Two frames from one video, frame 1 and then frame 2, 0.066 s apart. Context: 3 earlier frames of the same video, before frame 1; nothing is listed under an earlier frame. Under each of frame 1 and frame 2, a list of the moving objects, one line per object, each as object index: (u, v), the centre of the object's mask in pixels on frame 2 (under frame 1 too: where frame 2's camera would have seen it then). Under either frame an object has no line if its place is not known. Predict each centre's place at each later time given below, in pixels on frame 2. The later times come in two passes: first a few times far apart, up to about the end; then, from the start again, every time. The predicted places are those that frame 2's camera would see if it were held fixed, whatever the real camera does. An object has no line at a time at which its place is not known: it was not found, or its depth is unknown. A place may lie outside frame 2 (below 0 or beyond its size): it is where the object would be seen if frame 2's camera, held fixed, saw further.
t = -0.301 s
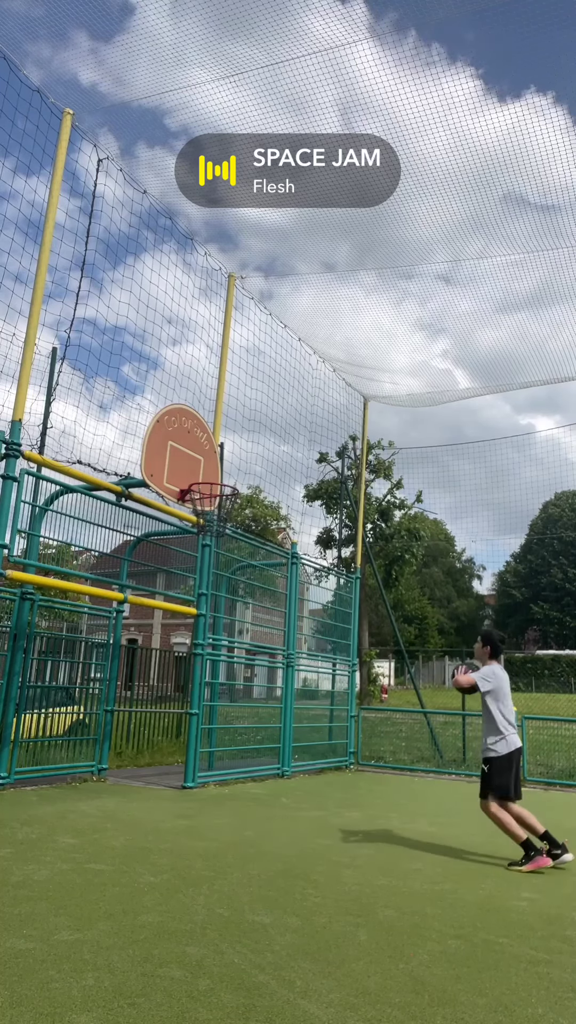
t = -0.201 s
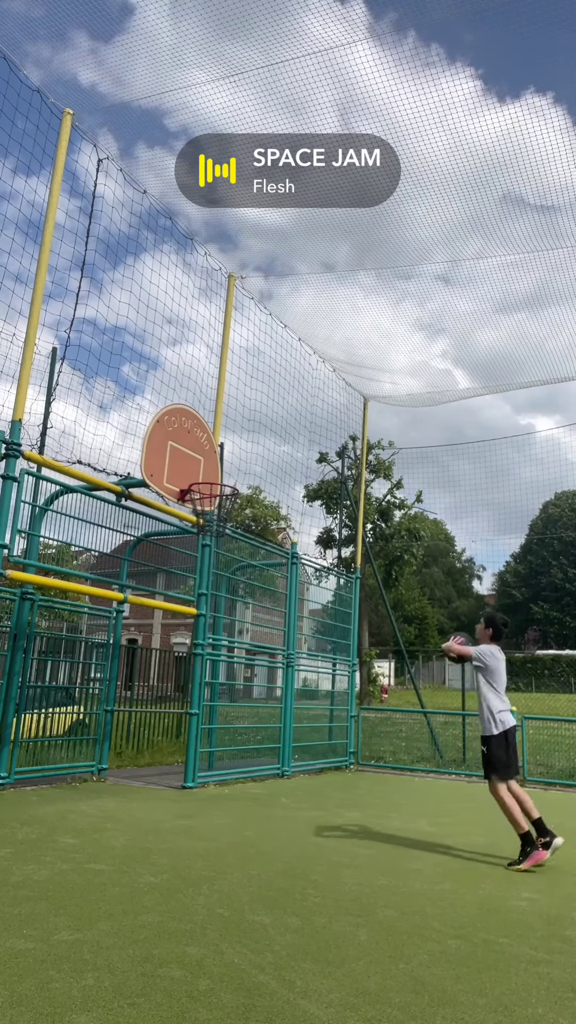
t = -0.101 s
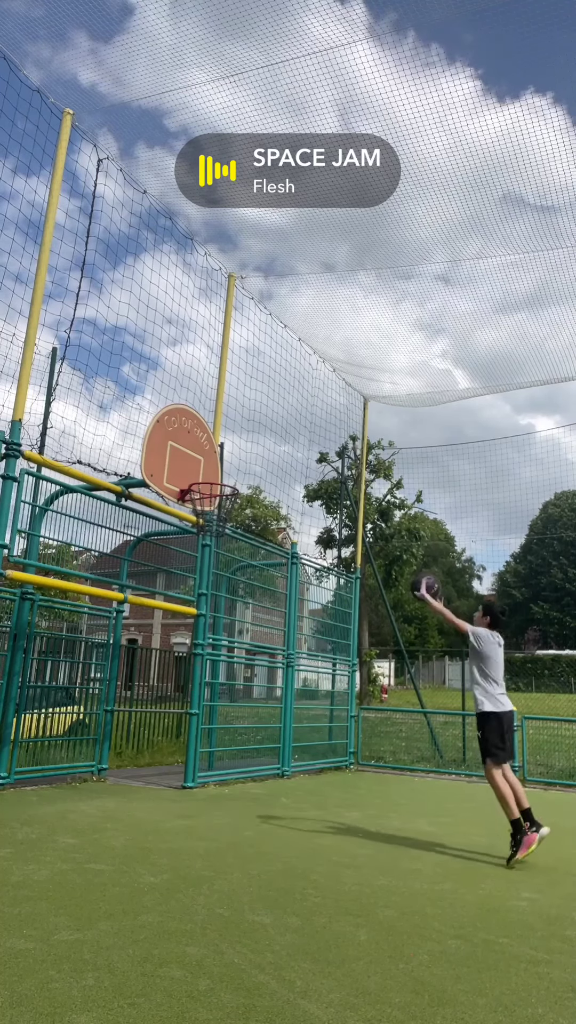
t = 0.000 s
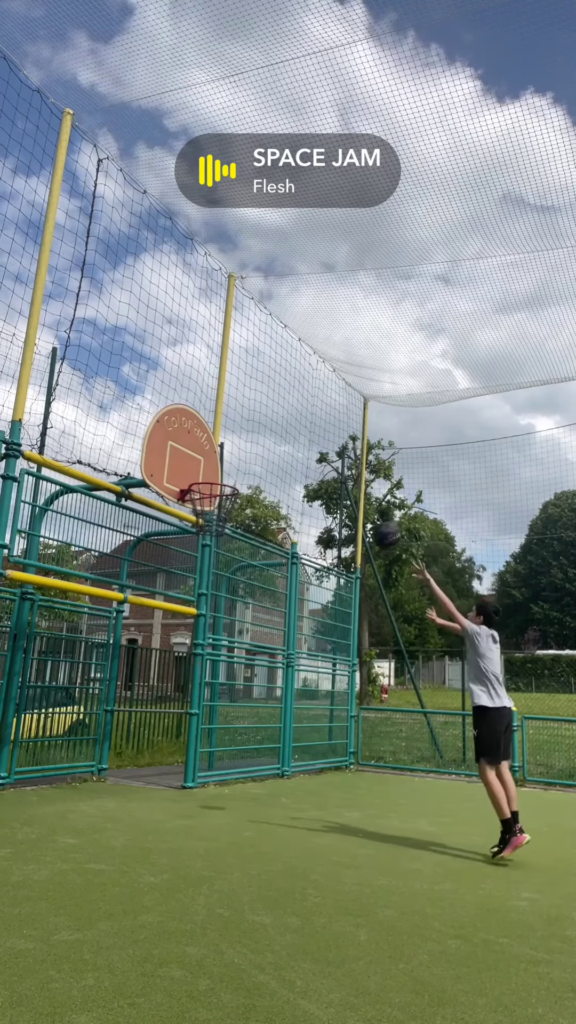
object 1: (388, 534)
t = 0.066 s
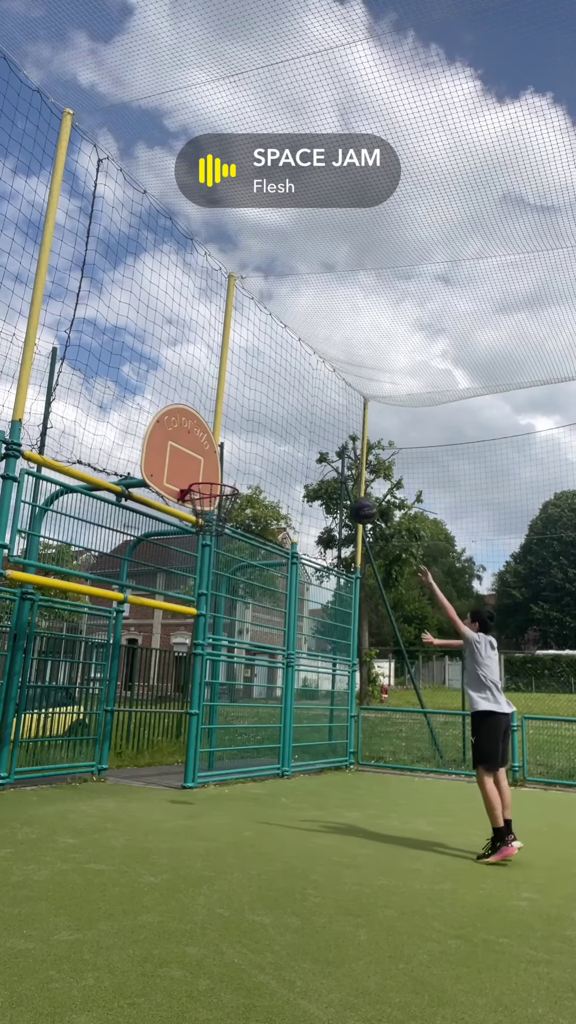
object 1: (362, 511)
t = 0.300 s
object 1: (288, 467)
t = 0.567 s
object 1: (211, 489)
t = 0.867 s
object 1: (215, 520)
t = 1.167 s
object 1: (214, 562)
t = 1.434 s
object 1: (209, 677)
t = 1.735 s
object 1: (205, 737)
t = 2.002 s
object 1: (205, 637)
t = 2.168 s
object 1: (203, 617)
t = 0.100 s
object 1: (353, 500)
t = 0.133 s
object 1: (341, 490)
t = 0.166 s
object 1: (330, 483)
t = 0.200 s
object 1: (319, 477)
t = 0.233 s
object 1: (309, 473)
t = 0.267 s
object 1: (299, 469)
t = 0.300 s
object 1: (288, 467)
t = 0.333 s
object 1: (278, 465)
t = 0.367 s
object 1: (268, 466)
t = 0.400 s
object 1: (259, 467)
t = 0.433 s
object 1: (249, 469)
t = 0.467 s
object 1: (239, 473)
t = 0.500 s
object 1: (230, 476)
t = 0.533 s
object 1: (220, 483)
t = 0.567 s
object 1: (211, 489)
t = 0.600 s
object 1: (204, 496)
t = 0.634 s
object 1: (207, 502)
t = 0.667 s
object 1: (211, 509)
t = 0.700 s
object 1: (215, 515)
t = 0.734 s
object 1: (215, 516)
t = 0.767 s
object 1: (216, 516)
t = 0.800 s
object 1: (216, 517)
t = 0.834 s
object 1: (215, 518)
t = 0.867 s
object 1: (215, 520)
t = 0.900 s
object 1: (213, 522)
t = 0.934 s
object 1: (213, 524)
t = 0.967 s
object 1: (214, 526)
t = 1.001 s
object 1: (214, 530)
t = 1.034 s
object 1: (214, 534)
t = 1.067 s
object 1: (214, 538)
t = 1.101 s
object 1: (213, 546)
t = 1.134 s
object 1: (213, 553)
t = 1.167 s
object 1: (214, 562)
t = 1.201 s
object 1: (213, 572)
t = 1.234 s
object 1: (213, 583)
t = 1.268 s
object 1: (212, 595)
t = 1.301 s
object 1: (212, 609)
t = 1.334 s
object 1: (211, 624)
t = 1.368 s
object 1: (211, 640)
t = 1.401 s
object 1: (210, 658)
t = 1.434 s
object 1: (209, 677)
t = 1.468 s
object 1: (208, 697)
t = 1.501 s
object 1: (208, 719)
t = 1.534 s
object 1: (206, 742)
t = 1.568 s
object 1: (205, 767)
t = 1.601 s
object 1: (204, 794)
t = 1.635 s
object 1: (204, 798)
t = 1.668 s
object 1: (204, 776)
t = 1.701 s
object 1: (205, 755)
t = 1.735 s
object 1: (205, 737)
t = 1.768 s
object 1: (205, 719)
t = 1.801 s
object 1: (206, 703)
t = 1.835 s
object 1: (206, 689)
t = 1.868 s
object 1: (206, 675)
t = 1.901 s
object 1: (206, 664)
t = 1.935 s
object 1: (206, 653)
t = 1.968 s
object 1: (206, 644)
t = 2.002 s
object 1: (205, 637)
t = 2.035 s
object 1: (205, 630)
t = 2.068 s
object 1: (204, 625)
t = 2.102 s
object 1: (205, 621)
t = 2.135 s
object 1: (204, 618)
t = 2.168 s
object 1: (203, 617)
